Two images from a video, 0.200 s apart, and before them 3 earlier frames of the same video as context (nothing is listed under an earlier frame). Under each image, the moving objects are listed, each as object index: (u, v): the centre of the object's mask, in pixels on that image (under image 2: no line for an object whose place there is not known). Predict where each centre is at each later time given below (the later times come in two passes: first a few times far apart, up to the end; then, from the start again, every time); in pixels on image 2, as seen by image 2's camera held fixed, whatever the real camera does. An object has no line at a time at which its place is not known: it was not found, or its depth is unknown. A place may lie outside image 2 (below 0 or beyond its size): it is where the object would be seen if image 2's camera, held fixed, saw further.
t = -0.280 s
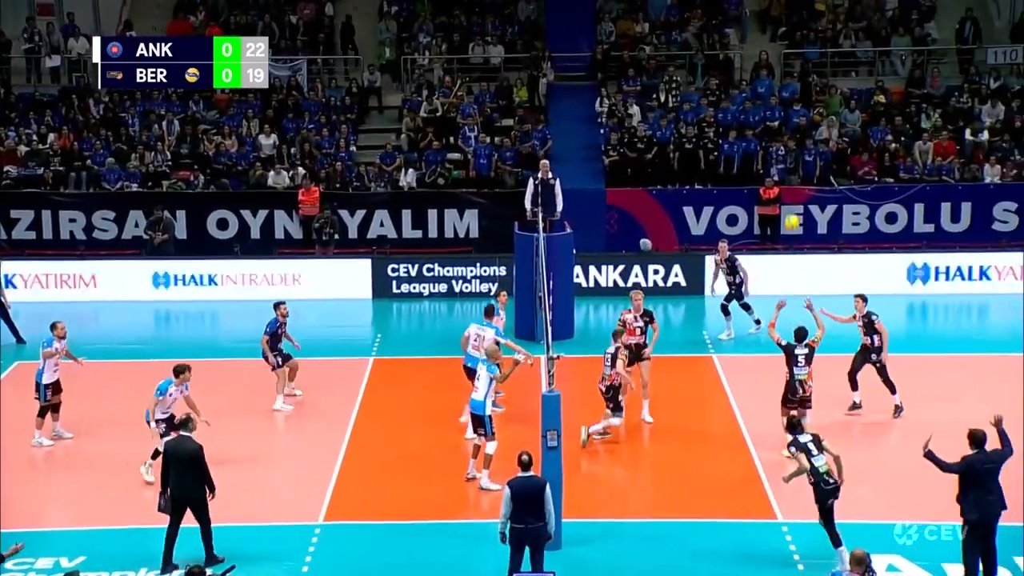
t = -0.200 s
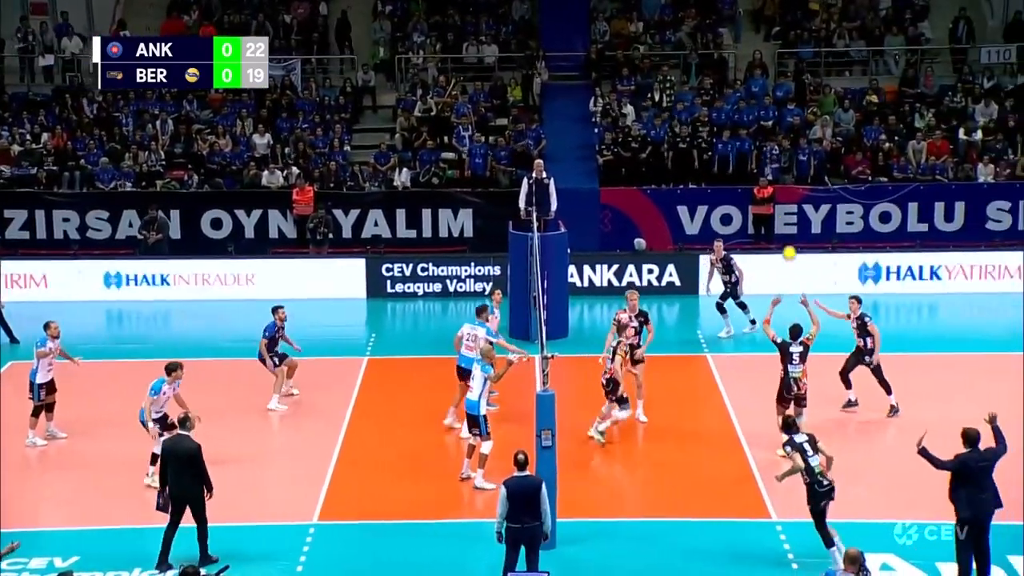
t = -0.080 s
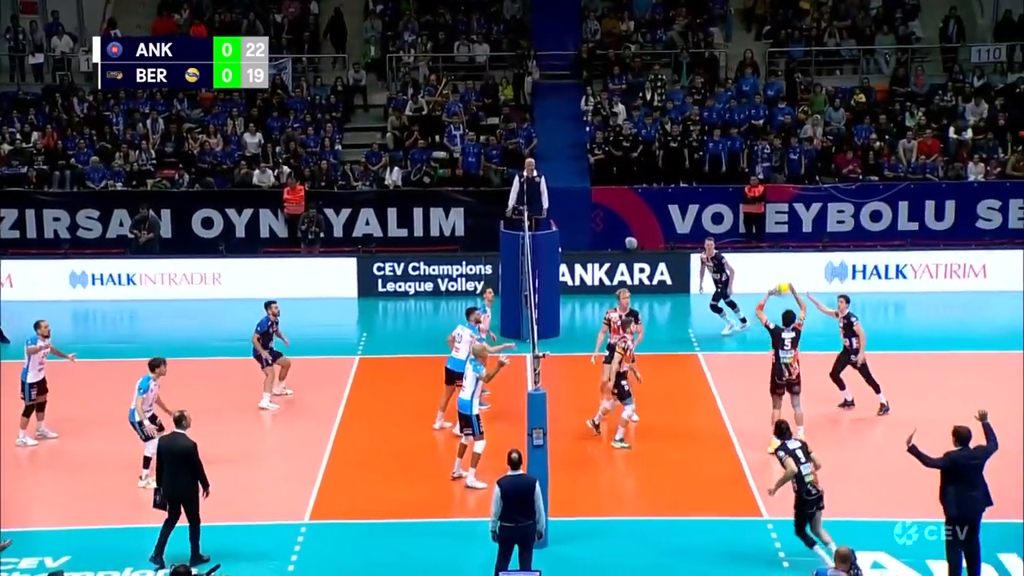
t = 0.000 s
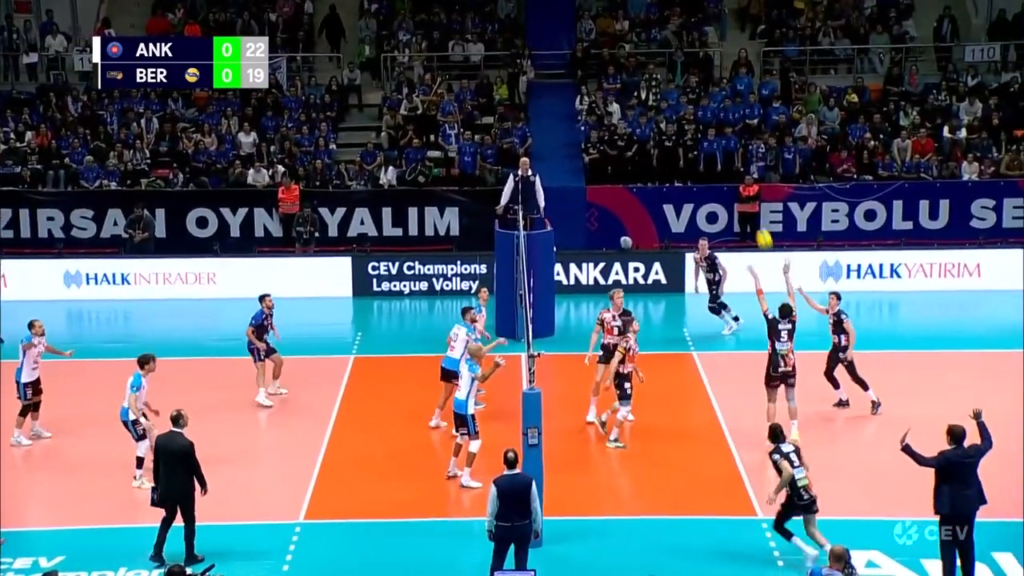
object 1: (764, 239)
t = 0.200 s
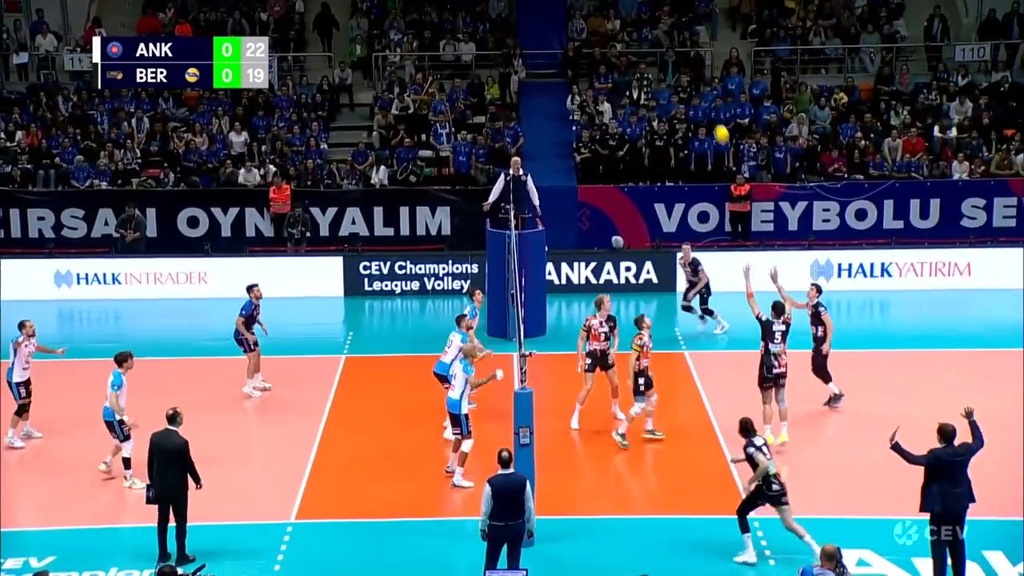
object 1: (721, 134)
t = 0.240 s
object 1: (715, 118)
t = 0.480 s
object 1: (675, 44)
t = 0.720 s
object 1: (638, 12)
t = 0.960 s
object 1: (604, 20)
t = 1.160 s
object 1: (578, 54)
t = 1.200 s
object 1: (573, 64)
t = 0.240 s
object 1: (715, 118)
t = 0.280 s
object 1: (708, 102)
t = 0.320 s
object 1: (701, 88)
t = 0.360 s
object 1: (695, 75)
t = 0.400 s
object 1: (688, 64)
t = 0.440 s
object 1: (682, 53)
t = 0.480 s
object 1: (675, 44)
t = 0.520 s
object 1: (669, 36)
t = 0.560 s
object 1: (663, 29)
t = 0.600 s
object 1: (657, 23)
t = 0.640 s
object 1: (650, 18)
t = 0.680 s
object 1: (644, 15)
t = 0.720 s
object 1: (638, 12)
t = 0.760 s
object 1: (632, 11)
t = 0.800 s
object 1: (627, 11)
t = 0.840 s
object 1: (621, 11)
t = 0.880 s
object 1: (615, 14)
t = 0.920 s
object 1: (610, 17)
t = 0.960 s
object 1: (604, 20)
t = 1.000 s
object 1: (599, 25)
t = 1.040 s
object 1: (594, 31)
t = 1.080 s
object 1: (588, 38)
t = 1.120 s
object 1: (583, 45)
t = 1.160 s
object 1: (578, 54)
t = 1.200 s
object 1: (573, 64)
